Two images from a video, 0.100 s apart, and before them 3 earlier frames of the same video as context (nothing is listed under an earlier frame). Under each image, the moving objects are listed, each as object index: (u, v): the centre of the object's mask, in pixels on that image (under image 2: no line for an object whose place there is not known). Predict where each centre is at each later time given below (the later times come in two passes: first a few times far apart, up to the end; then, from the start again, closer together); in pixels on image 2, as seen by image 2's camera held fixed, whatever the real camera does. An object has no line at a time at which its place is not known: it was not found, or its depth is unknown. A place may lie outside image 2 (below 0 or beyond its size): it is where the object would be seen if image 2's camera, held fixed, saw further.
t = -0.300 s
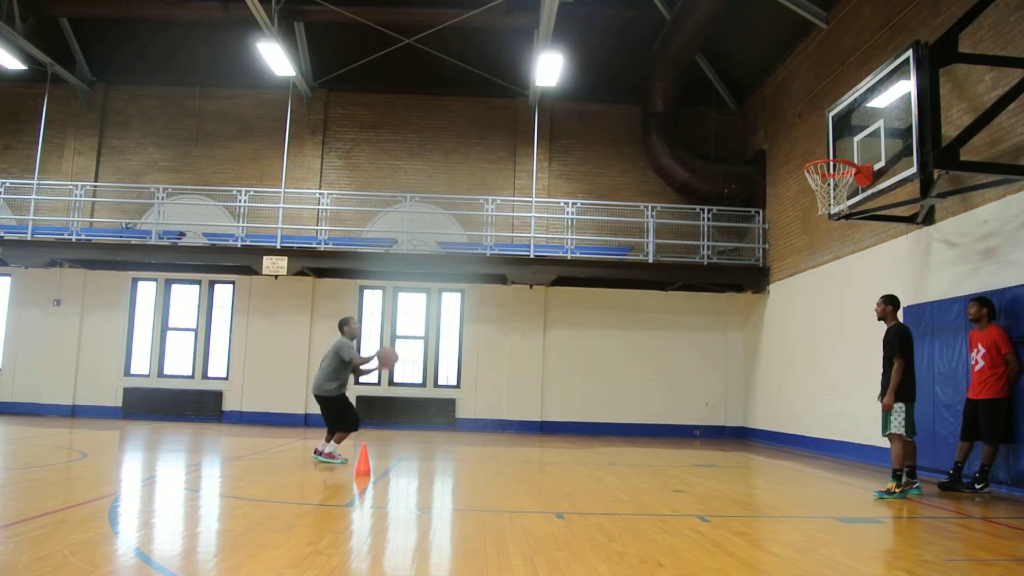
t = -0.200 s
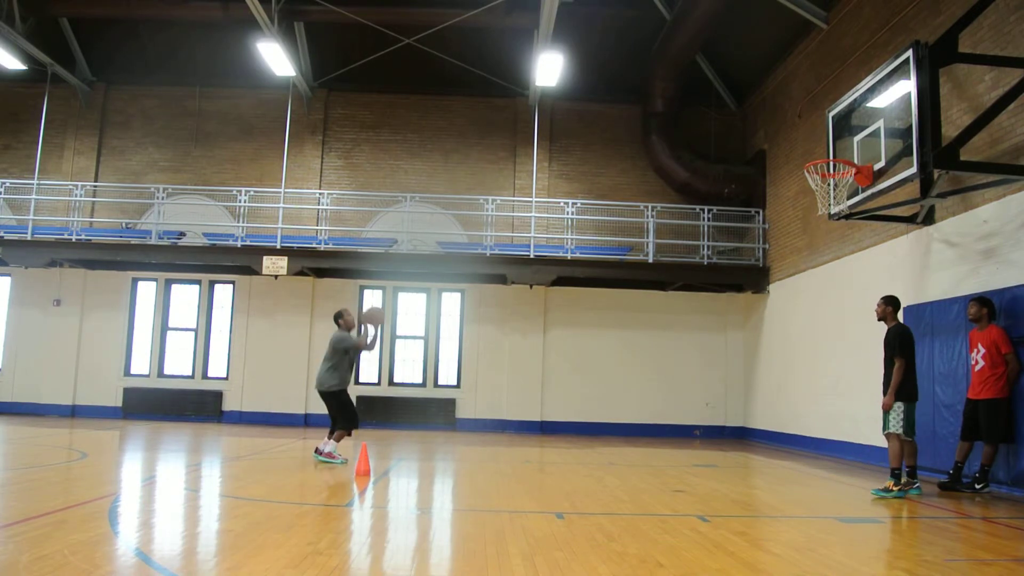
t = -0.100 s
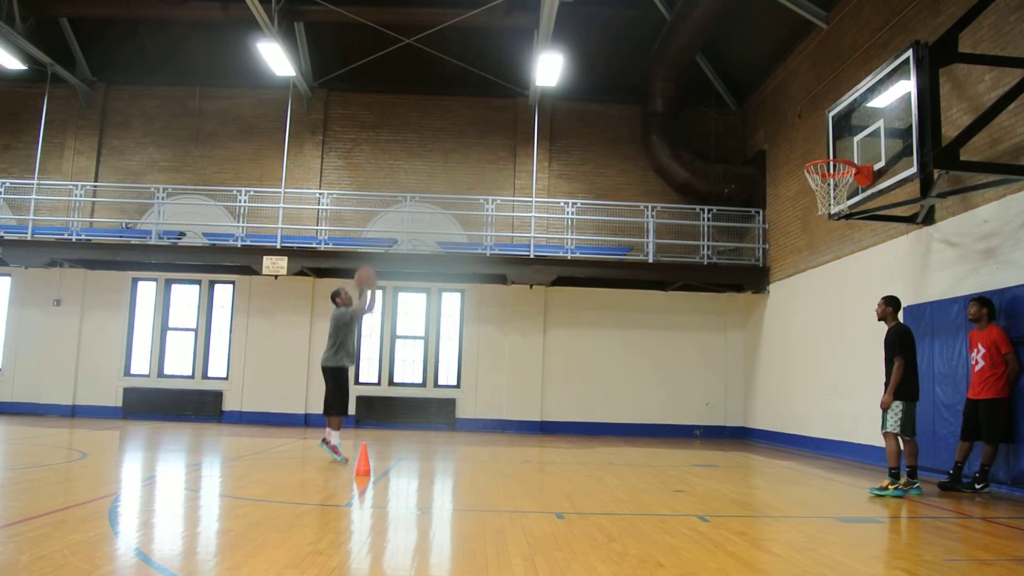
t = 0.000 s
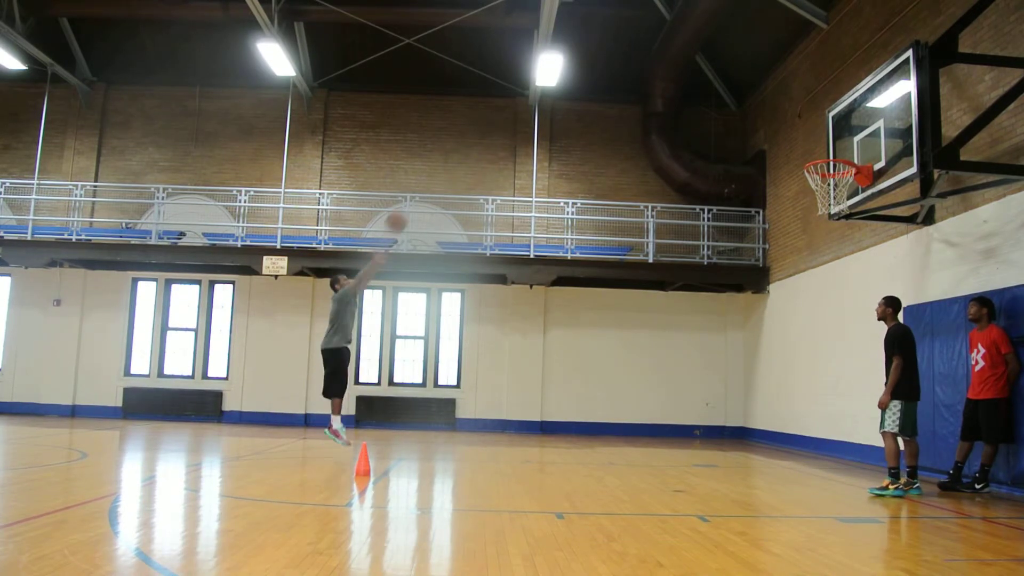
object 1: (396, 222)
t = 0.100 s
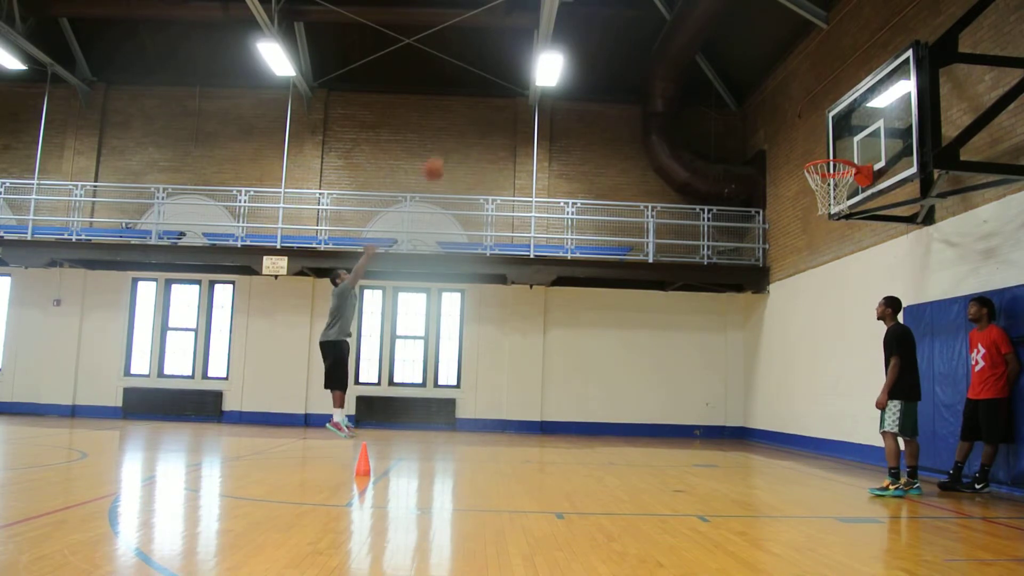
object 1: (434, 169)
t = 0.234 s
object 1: (482, 115)
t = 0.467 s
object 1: (566, 53)
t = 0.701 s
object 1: (645, 43)
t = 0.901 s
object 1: (715, 71)
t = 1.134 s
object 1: (799, 149)
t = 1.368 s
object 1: (810, 205)
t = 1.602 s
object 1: (749, 251)
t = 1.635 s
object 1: (741, 261)
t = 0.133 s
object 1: (446, 154)
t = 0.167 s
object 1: (458, 140)
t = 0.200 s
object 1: (470, 127)
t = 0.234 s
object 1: (482, 115)
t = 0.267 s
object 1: (494, 104)
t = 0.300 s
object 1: (506, 93)
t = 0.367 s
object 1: (527, 76)
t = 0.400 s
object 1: (538, 68)
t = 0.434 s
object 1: (555, 59)
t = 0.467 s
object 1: (566, 53)
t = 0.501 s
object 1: (576, 51)
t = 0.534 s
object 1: (587, 47)
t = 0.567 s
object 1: (599, 45)
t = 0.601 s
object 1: (610, 43)
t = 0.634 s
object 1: (622, 42)
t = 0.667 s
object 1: (633, 42)
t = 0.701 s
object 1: (645, 43)
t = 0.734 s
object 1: (656, 45)
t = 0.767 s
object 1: (668, 48)
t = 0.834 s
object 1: (692, 58)
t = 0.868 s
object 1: (703, 64)
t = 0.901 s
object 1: (715, 71)
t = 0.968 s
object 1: (739, 88)
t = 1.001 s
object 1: (750, 98)
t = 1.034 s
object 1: (762, 109)
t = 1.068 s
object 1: (774, 121)
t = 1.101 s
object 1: (787, 134)
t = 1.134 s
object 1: (799, 149)
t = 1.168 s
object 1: (808, 159)
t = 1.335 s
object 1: (813, 202)
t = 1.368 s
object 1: (810, 205)
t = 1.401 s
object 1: (804, 208)
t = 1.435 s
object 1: (795, 214)
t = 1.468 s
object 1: (786, 220)
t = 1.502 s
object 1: (776, 226)
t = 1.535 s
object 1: (767, 234)
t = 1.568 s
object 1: (758, 242)
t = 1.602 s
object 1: (749, 251)
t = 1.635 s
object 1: (741, 261)
